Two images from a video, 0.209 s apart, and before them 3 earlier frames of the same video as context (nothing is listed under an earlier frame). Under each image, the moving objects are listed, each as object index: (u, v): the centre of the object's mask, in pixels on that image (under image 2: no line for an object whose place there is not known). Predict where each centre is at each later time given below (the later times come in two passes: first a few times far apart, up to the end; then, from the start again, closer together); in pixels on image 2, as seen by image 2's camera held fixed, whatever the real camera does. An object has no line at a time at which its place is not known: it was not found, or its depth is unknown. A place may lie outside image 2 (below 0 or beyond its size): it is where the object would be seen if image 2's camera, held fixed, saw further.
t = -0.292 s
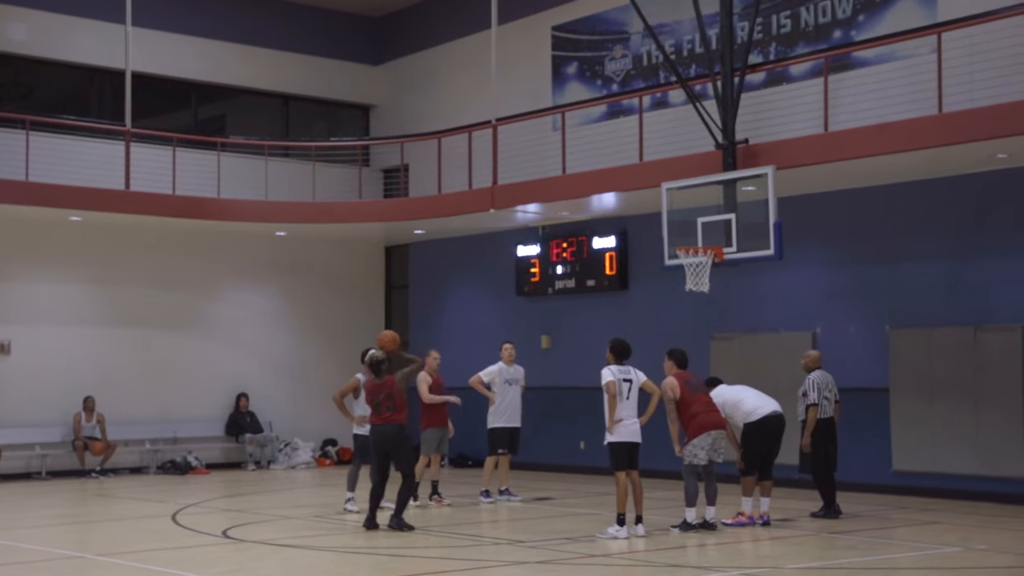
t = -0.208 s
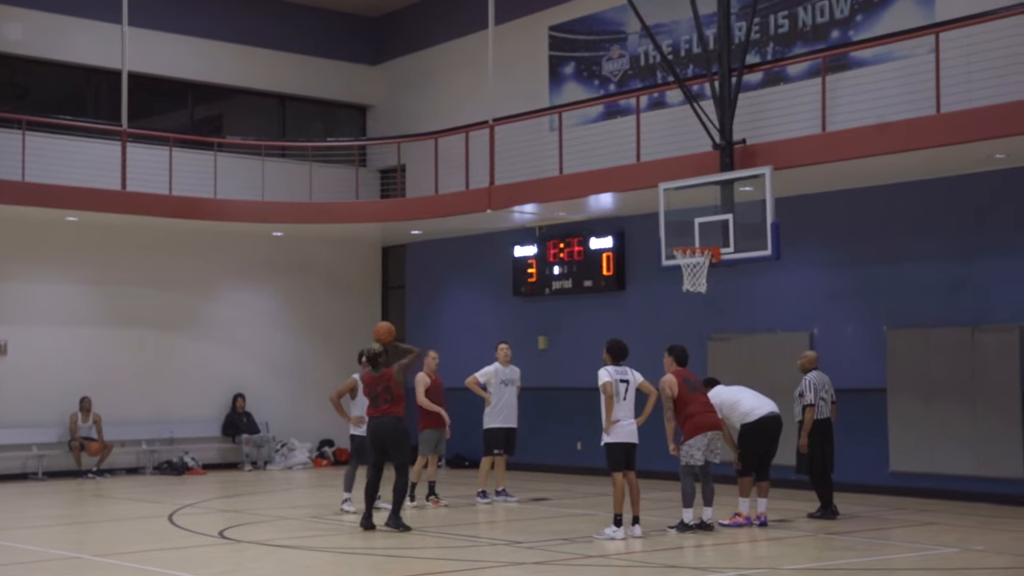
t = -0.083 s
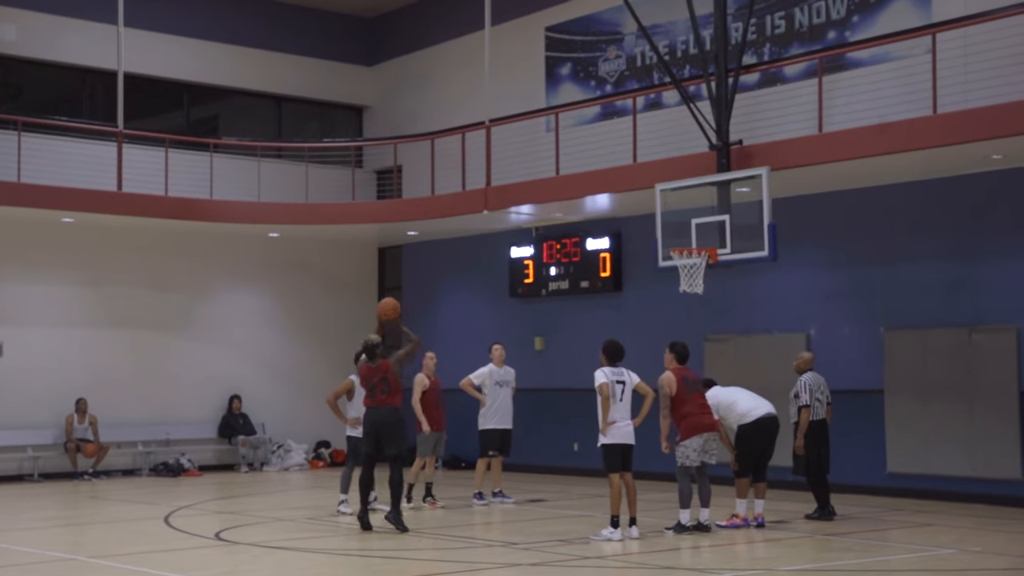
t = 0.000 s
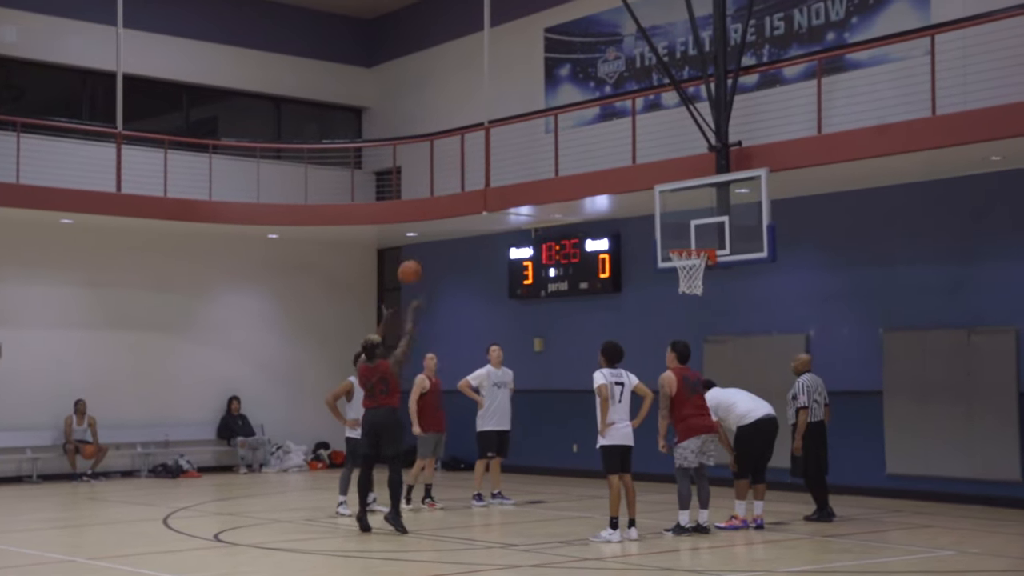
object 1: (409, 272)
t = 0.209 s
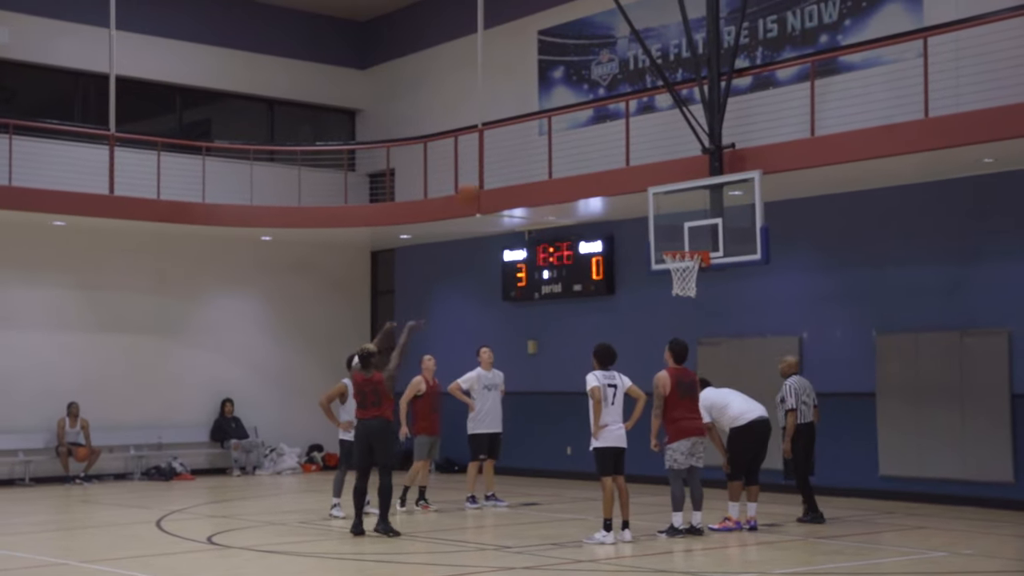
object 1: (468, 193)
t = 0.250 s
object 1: (481, 183)
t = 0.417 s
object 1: (529, 155)
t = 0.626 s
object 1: (585, 156)
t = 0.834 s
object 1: (637, 189)
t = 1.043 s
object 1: (687, 250)
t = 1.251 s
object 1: (683, 310)
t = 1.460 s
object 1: (676, 389)
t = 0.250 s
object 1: (481, 183)
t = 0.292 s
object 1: (494, 174)
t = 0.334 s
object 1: (505, 166)
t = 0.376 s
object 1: (517, 161)
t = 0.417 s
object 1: (529, 155)
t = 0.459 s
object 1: (540, 152)
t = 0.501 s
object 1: (551, 151)
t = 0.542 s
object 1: (563, 152)
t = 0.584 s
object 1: (574, 153)
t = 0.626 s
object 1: (585, 156)
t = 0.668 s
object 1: (595, 159)
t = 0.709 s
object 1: (606, 165)
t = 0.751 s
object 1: (617, 172)
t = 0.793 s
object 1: (627, 177)
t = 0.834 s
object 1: (637, 189)
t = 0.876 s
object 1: (647, 201)
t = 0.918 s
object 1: (658, 213)
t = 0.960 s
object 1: (667, 225)
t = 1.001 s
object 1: (677, 240)
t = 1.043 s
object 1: (687, 250)
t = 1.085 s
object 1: (686, 269)
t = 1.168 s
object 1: (685, 292)
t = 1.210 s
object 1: (684, 299)
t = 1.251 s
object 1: (683, 310)
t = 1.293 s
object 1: (681, 323)
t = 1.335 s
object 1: (680, 337)
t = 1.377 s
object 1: (679, 352)
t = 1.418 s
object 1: (678, 370)
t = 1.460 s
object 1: (676, 389)
